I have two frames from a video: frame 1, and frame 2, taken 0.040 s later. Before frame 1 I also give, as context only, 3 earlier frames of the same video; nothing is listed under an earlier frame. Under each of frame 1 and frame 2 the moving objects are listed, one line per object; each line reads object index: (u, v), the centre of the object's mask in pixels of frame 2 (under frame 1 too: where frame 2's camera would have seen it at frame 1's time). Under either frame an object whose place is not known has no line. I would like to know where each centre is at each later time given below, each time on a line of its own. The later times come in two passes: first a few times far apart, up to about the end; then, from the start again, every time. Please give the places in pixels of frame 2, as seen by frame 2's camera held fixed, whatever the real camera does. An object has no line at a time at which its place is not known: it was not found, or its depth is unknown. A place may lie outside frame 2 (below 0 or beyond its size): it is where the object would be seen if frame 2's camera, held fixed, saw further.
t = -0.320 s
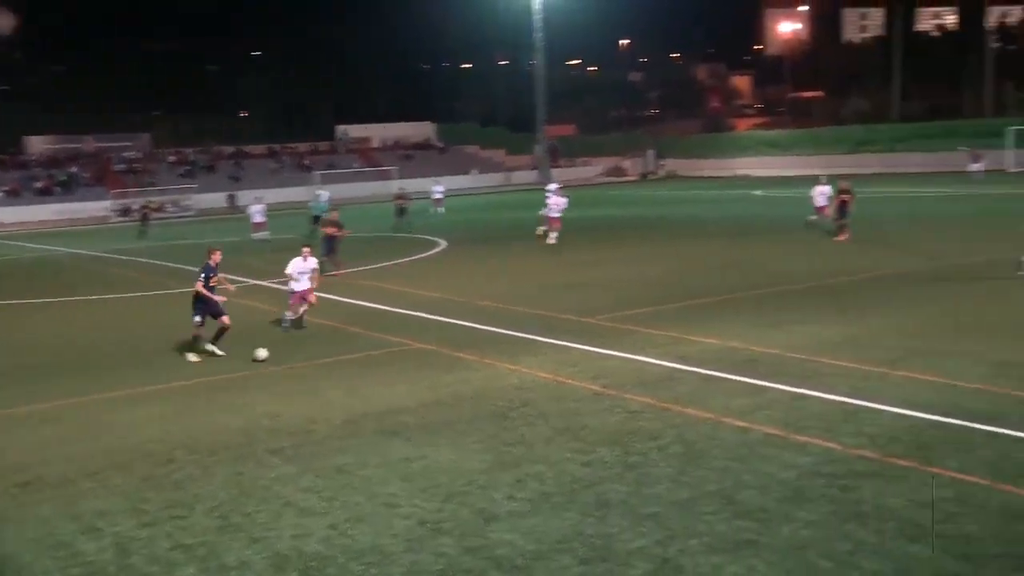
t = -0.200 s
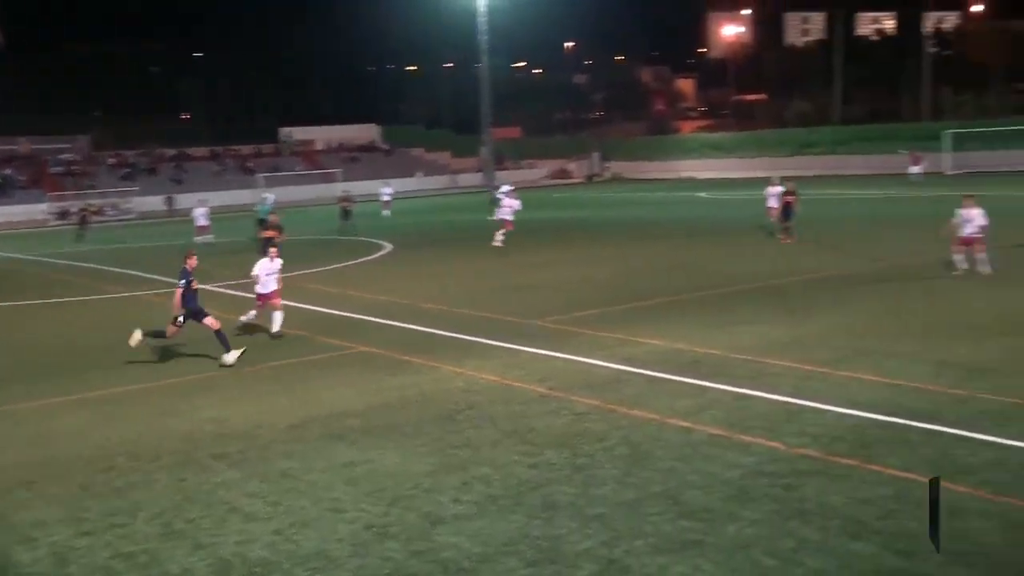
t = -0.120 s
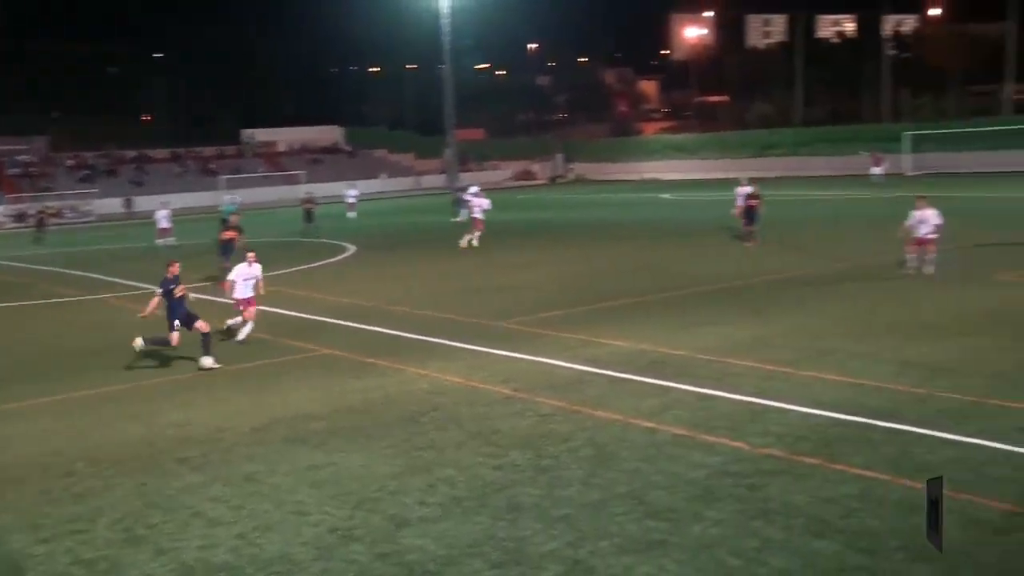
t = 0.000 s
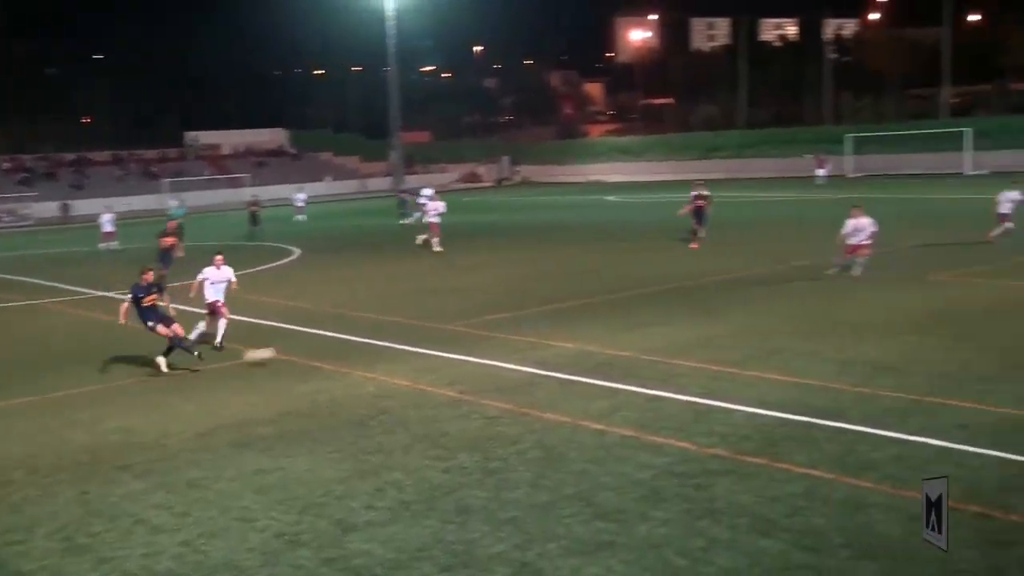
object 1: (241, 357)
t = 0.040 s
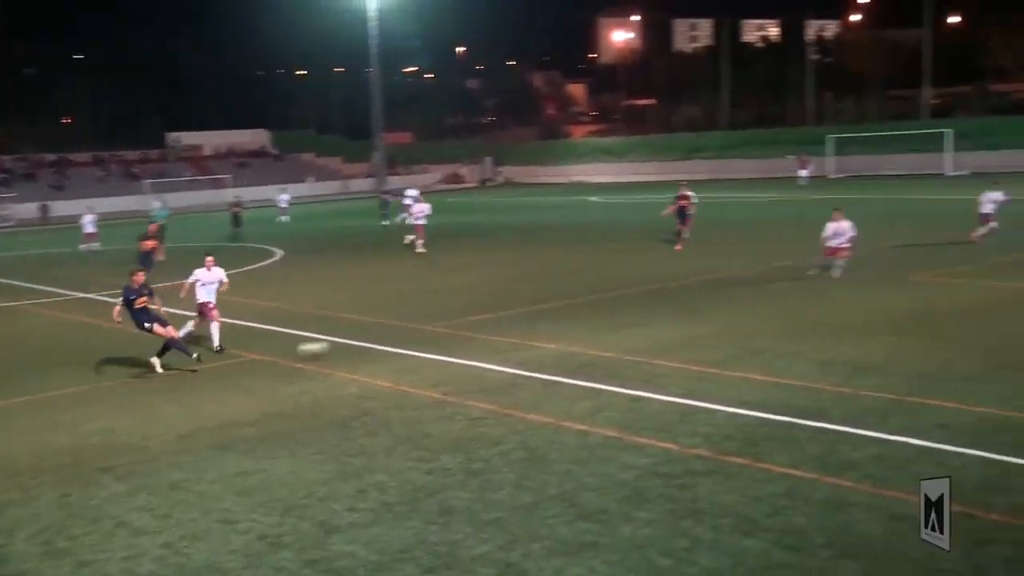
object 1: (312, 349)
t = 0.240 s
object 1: (607, 320)
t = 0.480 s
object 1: (846, 299)
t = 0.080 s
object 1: (383, 341)
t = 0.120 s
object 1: (447, 338)
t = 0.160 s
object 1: (507, 335)
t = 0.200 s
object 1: (558, 327)
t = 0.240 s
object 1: (607, 320)
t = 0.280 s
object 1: (653, 316)
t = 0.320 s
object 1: (697, 312)
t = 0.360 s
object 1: (740, 310)
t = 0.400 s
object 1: (780, 308)
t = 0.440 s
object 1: (813, 303)
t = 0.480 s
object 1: (846, 299)
